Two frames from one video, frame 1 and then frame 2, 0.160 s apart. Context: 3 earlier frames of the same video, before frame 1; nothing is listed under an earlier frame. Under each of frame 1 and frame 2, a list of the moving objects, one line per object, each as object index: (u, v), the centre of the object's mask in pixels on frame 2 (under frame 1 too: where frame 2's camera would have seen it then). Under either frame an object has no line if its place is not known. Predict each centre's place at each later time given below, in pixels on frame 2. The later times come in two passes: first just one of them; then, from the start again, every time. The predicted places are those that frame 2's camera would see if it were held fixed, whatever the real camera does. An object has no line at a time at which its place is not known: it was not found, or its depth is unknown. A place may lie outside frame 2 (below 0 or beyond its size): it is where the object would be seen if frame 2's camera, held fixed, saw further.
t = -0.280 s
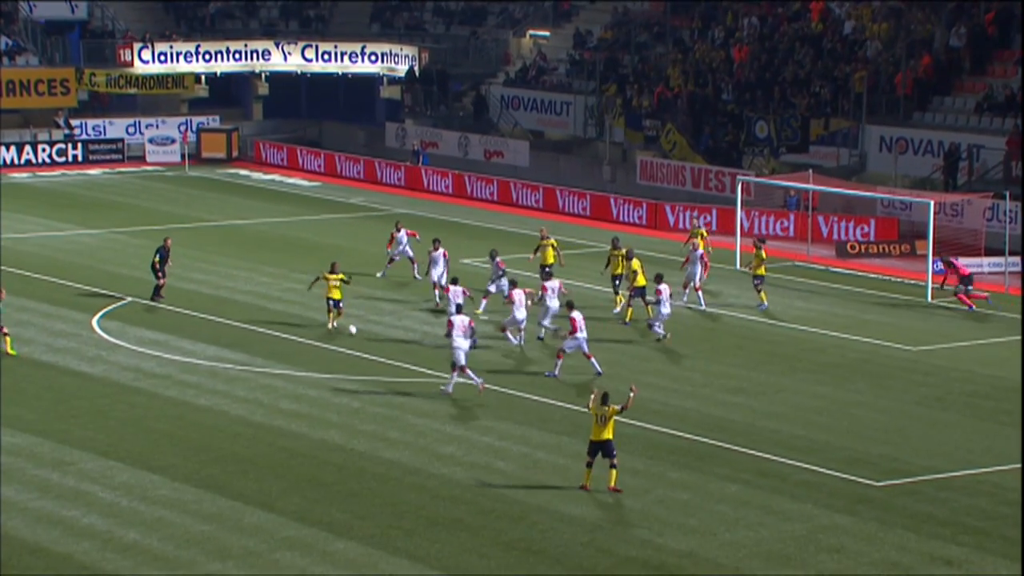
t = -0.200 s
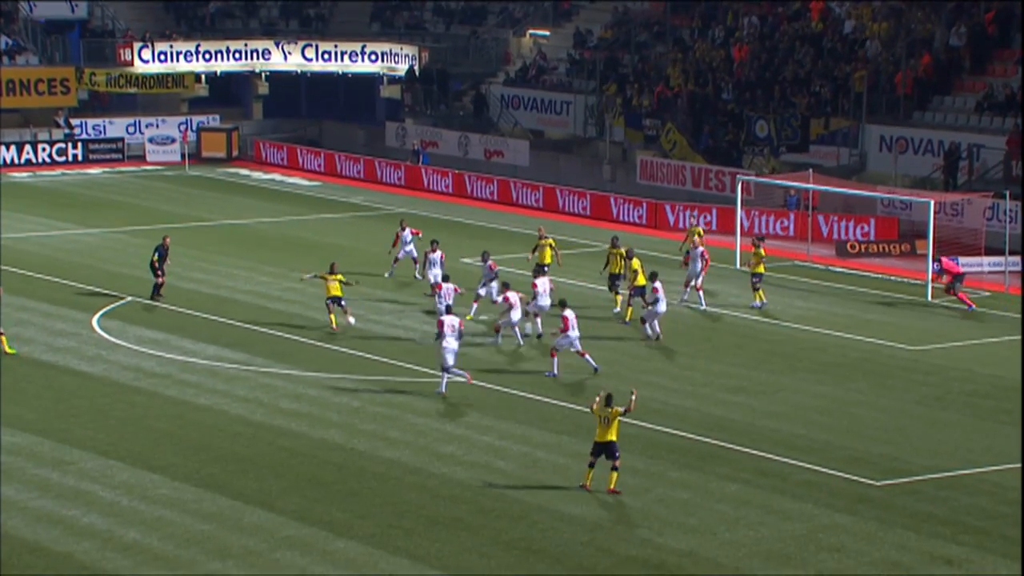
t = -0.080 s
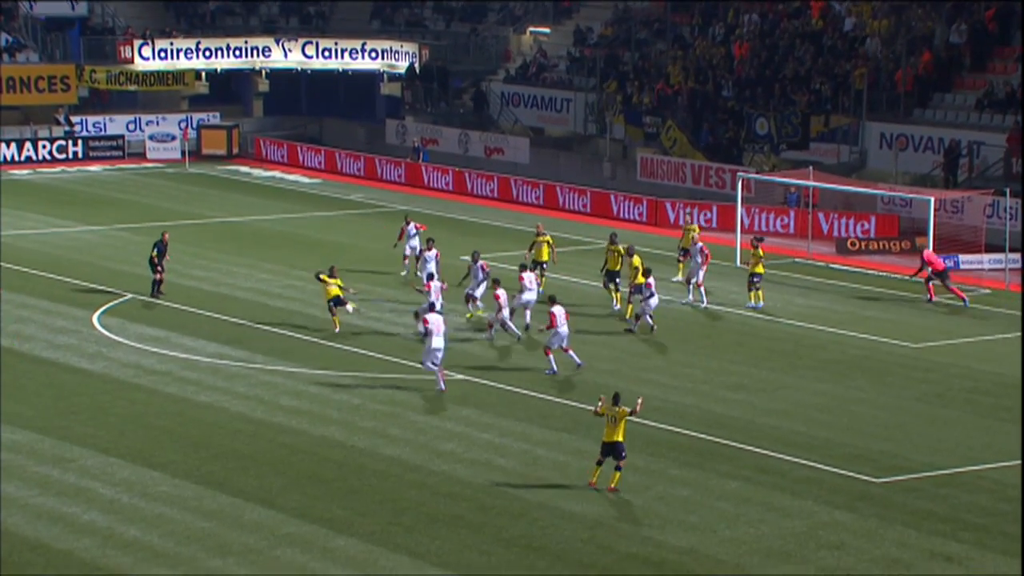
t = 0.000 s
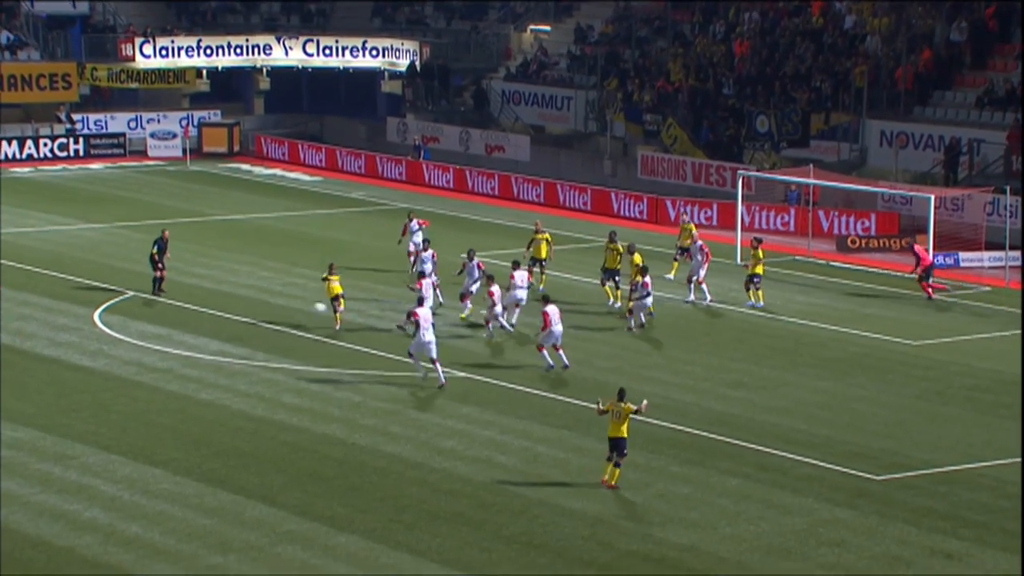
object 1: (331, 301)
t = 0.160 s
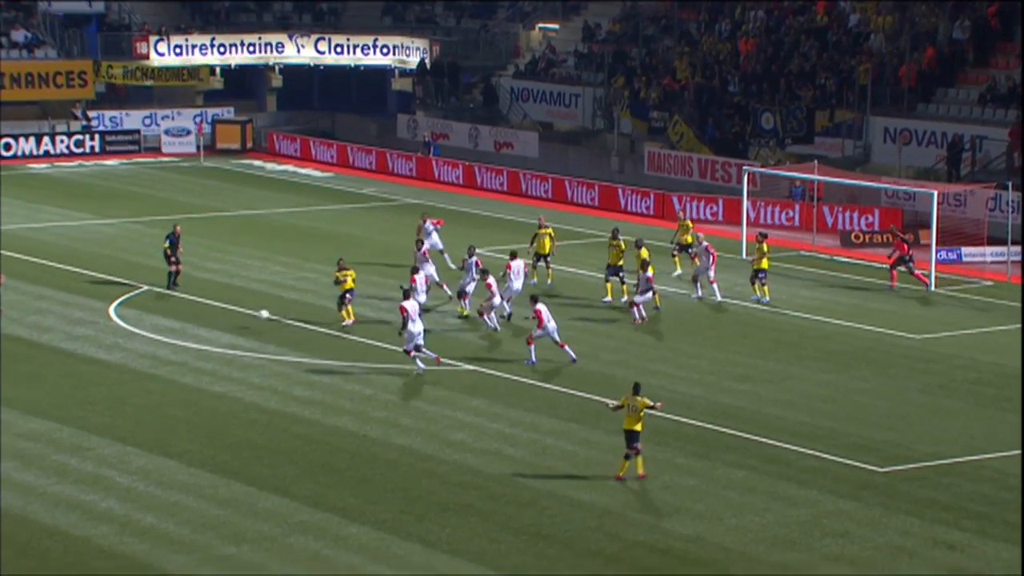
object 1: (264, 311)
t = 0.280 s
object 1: (216, 323)
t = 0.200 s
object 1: (247, 318)
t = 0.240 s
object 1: (231, 324)
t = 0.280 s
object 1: (216, 323)
